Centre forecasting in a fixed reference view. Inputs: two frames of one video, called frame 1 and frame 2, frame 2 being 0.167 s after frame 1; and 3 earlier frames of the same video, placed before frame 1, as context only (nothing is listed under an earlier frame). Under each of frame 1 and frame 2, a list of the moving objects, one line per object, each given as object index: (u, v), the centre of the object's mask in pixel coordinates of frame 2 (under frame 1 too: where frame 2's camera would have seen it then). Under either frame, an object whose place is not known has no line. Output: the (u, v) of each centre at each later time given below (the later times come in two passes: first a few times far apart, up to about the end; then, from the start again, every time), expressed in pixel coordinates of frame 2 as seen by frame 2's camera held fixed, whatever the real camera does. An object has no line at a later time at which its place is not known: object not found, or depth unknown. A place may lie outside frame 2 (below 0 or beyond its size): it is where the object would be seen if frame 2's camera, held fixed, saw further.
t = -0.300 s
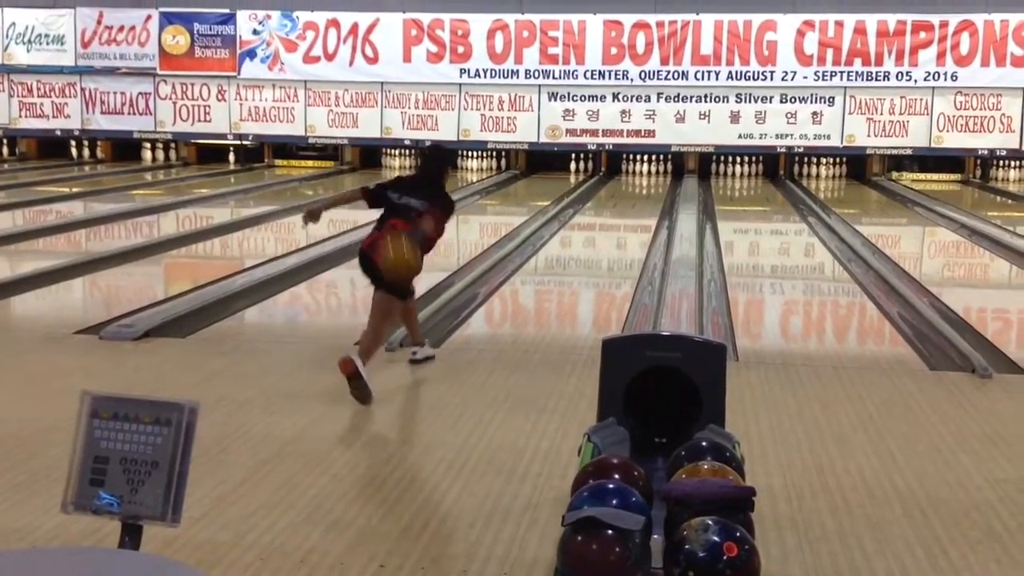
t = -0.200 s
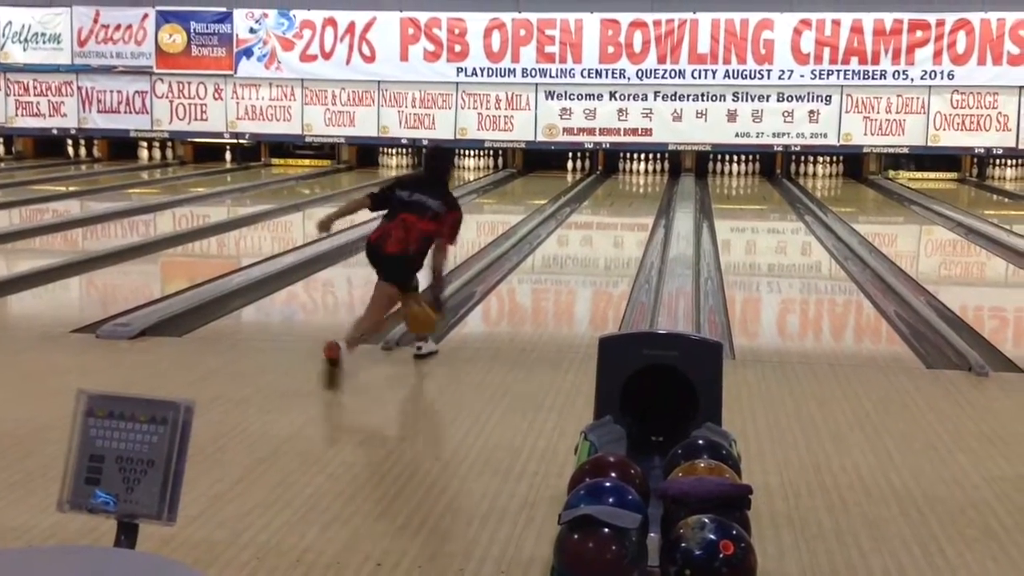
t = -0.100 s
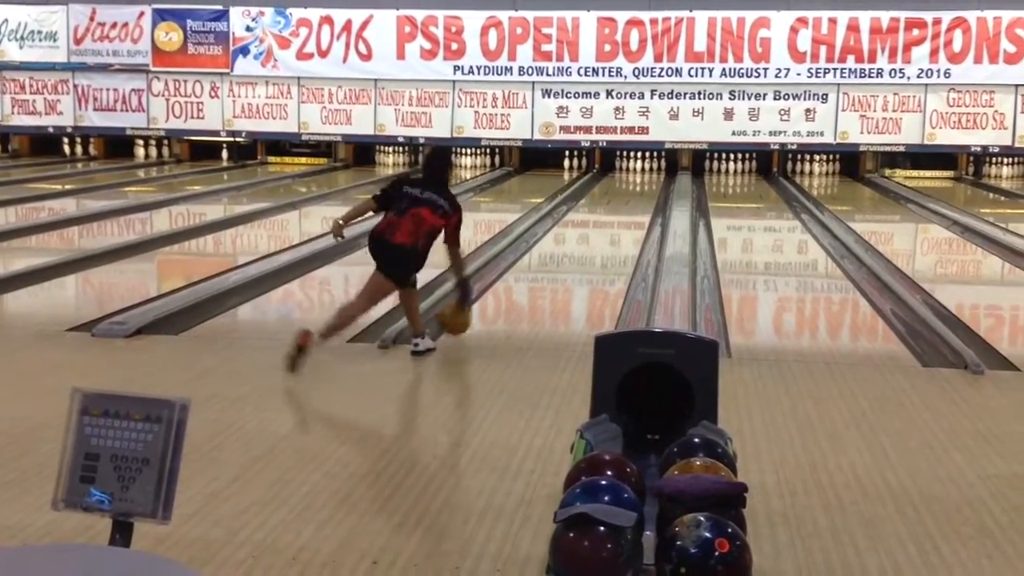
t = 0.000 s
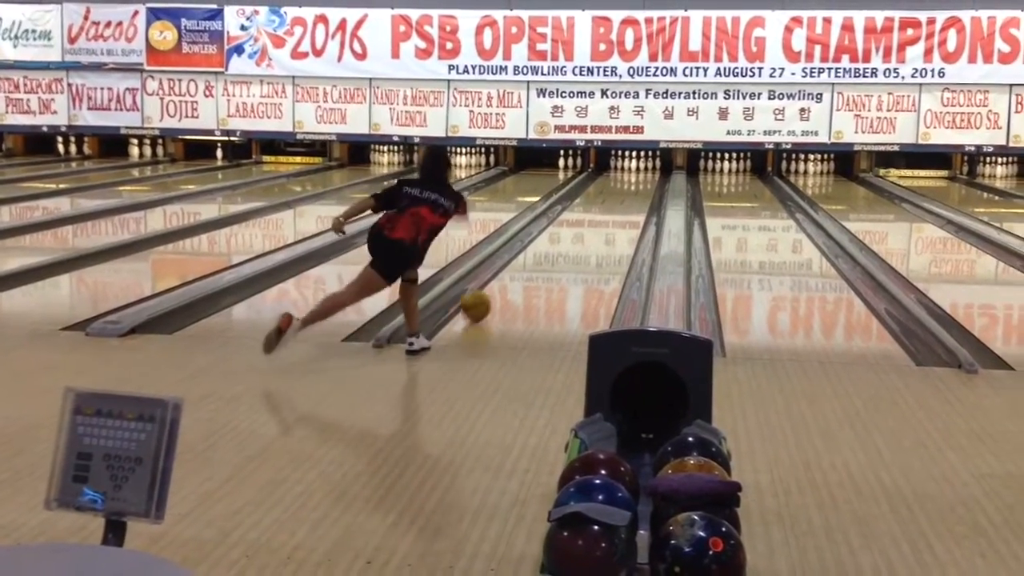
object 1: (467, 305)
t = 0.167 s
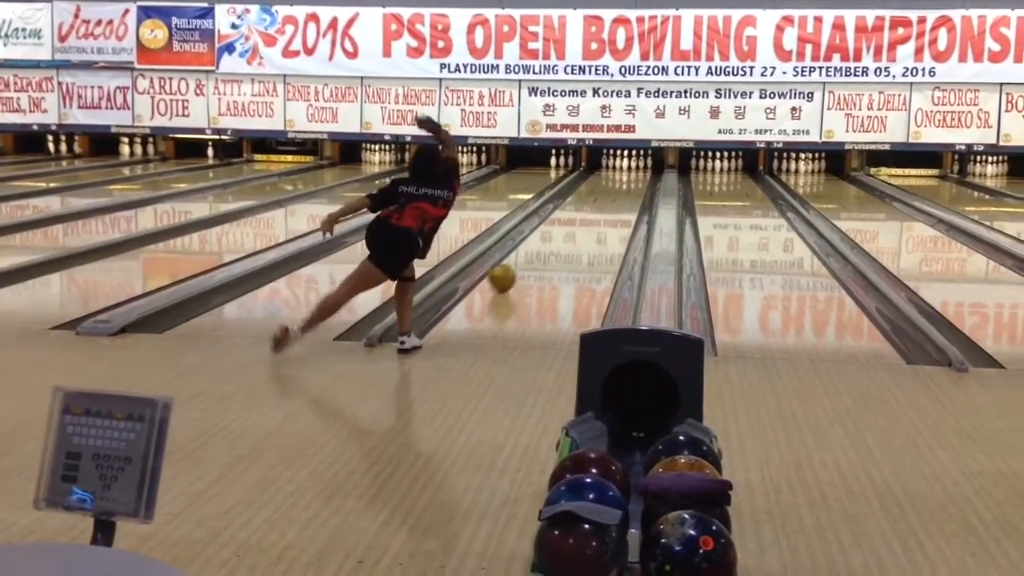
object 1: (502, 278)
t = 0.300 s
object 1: (524, 261)
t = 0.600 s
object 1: (560, 233)
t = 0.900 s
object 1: (584, 215)
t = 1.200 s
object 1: (599, 202)
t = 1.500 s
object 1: (611, 191)
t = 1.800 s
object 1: (617, 182)
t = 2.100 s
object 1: (618, 175)
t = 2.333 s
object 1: (616, 169)
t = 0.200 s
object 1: (508, 273)
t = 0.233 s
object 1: (514, 269)
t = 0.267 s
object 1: (520, 265)
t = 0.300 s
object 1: (524, 261)
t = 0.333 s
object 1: (528, 258)
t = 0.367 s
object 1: (533, 254)
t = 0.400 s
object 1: (538, 251)
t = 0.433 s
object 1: (542, 248)
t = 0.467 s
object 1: (546, 244)
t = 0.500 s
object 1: (550, 241)
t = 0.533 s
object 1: (553, 238)
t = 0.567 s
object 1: (557, 236)
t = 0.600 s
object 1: (560, 233)
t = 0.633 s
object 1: (563, 231)
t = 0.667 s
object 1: (566, 228)
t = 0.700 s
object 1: (569, 226)
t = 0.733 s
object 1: (572, 223)
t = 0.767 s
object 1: (575, 221)
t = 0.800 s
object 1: (577, 219)
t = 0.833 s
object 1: (580, 218)
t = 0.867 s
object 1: (582, 216)
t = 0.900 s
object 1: (584, 215)
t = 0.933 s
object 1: (586, 214)
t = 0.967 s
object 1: (589, 212)
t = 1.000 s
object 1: (591, 209)
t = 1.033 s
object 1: (592, 208)
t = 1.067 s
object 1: (593, 206)
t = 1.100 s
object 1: (596, 205)
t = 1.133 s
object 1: (596, 205)
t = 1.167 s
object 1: (598, 203)
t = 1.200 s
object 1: (599, 202)
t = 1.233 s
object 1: (601, 201)
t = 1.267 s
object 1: (604, 199)
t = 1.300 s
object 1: (607, 198)
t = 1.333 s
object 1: (607, 197)
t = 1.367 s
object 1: (608, 196)
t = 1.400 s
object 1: (609, 195)
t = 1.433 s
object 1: (610, 193)
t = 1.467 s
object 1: (611, 193)
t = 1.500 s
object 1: (611, 191)
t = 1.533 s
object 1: (611, 191)
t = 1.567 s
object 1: (613, 190)
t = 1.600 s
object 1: (614, 189)
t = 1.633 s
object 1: (615, 187)
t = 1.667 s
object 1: (615, 186)
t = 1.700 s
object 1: (616, 186)
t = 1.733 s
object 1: (616, 185)
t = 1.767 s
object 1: (616, 184)
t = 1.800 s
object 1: (617, 182)
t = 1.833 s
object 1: (617, 182)
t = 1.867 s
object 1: (617, 180)
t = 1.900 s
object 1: (618, 180)
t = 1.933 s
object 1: (618, 179)
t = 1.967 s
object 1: (618, 178)
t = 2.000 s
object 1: (618, 177)
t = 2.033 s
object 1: (618, 177)
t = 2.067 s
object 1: (618, 176)
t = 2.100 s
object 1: (618, 175)
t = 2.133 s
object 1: (618, 175)
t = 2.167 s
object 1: (618, 174)
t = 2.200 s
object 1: (617, 173)
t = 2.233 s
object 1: (617, 172)
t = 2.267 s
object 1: (617, 171)
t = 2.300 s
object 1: (616, 171)
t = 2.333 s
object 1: (616, 169)
